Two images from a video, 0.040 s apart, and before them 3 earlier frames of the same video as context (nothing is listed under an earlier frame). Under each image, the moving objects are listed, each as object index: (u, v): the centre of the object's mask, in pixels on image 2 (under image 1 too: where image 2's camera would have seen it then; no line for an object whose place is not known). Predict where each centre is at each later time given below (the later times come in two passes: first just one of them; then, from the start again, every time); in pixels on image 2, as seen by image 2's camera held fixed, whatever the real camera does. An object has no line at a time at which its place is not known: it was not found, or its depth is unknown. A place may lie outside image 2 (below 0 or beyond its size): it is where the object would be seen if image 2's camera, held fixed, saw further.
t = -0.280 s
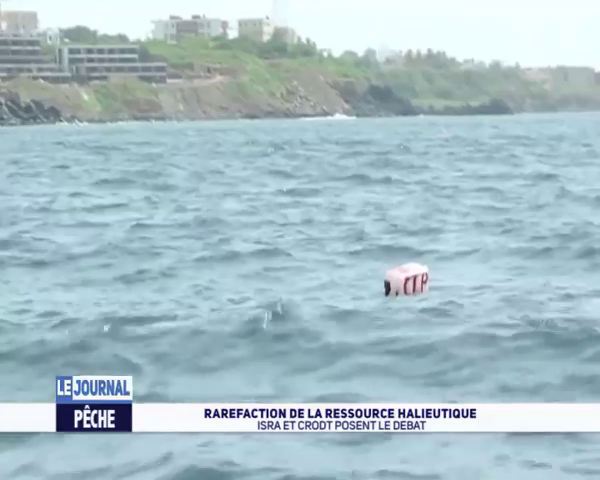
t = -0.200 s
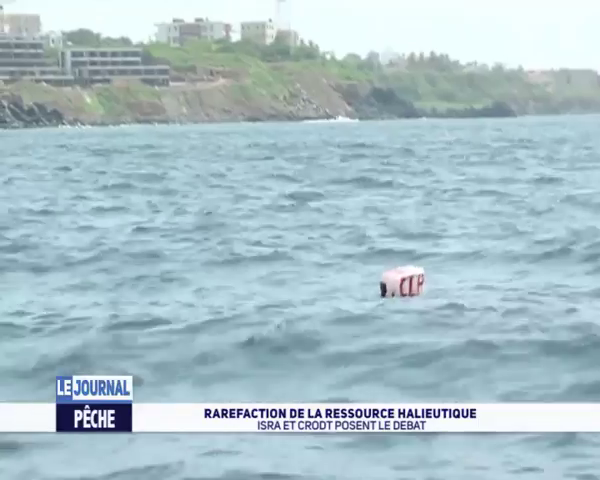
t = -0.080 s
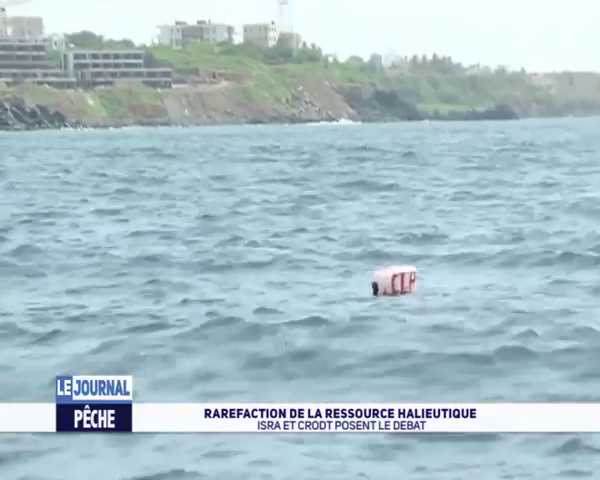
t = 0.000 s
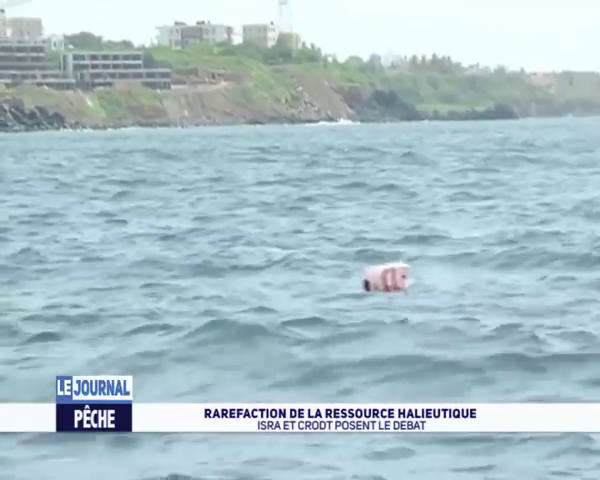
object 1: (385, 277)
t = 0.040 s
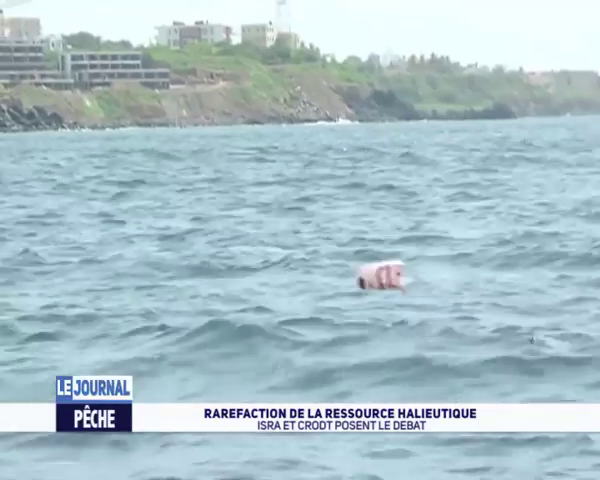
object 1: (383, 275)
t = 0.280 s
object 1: (357, 264)
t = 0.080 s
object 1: (378, 273)
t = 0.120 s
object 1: (373, 272)
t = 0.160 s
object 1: (369, 270)
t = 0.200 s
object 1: (366, 268)
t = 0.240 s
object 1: (362, 266)
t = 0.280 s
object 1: (357, 264)
